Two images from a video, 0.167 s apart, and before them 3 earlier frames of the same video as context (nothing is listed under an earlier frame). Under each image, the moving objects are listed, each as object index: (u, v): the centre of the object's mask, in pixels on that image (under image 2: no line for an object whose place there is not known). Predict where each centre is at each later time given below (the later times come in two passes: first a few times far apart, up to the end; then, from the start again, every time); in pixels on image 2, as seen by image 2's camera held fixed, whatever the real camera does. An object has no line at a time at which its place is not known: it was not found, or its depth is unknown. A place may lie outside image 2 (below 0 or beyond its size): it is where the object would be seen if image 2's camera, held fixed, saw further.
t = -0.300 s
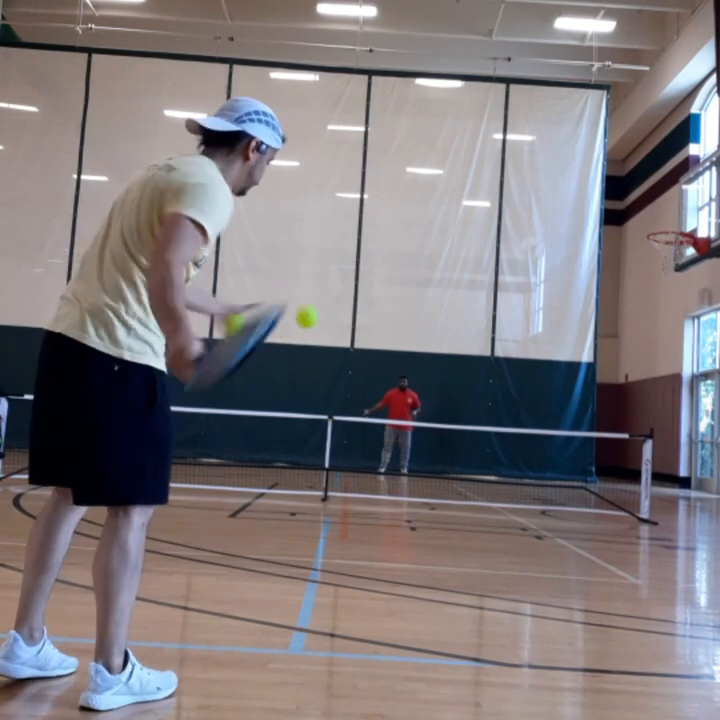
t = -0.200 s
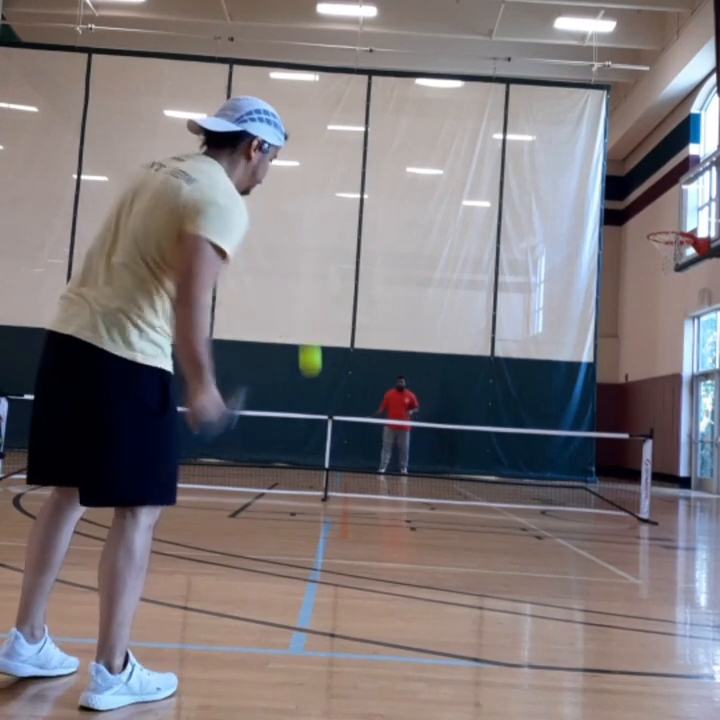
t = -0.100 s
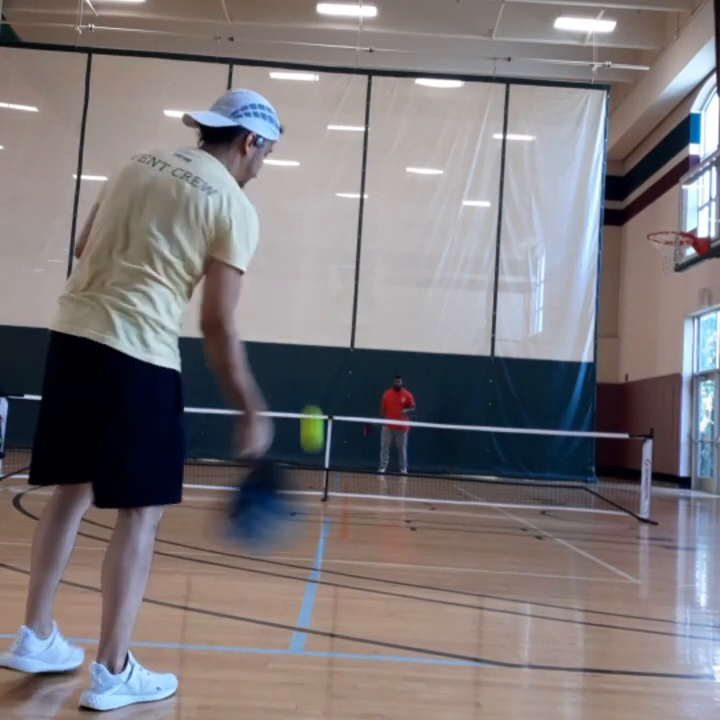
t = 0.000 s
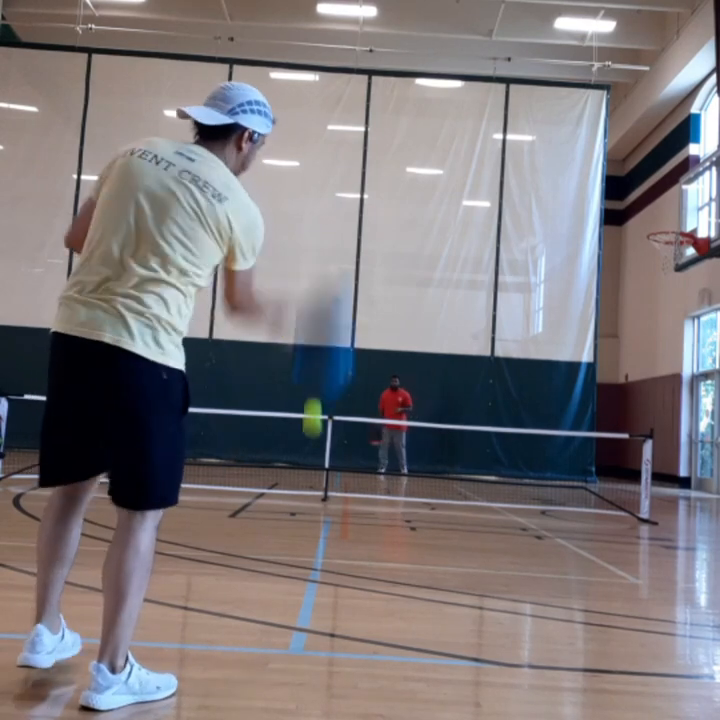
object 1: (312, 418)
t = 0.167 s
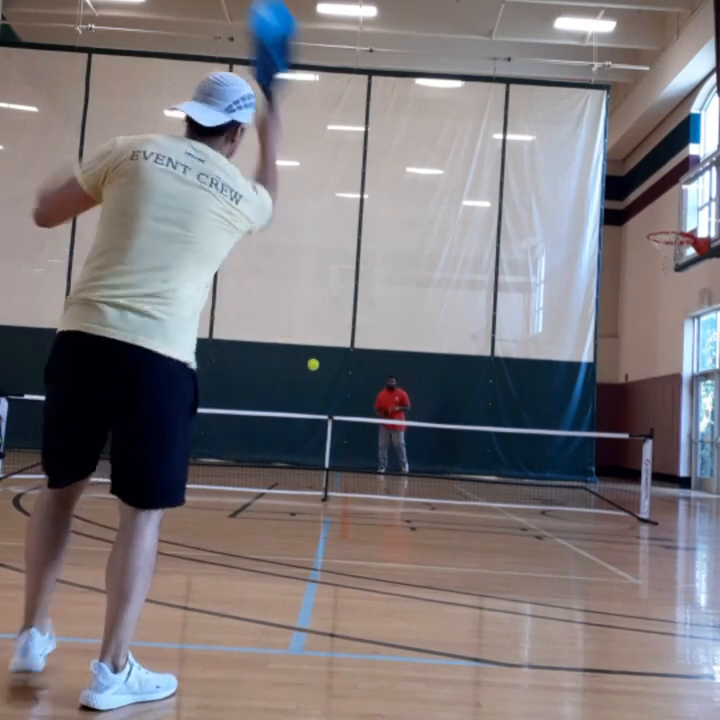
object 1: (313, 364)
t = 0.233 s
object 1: (312, 365)
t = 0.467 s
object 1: (309, 397)
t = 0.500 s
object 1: (308, 404)
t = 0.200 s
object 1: (312, 364)
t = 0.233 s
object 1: (312, 365)
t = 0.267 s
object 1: (312, 367)
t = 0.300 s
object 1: (312, 370)
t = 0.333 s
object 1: (311, 374)
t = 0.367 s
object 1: (310, 379)
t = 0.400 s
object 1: (310, 384)
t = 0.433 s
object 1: (309, 390)
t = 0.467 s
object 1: (309, 397)
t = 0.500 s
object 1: (308, 404)
